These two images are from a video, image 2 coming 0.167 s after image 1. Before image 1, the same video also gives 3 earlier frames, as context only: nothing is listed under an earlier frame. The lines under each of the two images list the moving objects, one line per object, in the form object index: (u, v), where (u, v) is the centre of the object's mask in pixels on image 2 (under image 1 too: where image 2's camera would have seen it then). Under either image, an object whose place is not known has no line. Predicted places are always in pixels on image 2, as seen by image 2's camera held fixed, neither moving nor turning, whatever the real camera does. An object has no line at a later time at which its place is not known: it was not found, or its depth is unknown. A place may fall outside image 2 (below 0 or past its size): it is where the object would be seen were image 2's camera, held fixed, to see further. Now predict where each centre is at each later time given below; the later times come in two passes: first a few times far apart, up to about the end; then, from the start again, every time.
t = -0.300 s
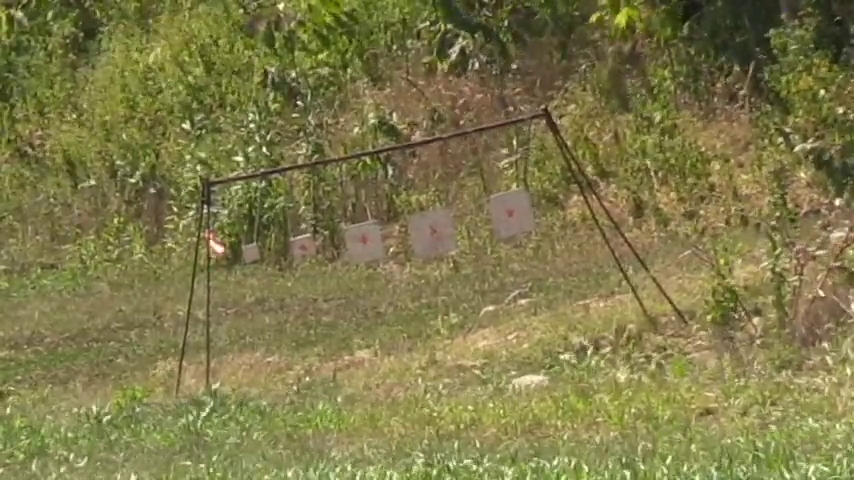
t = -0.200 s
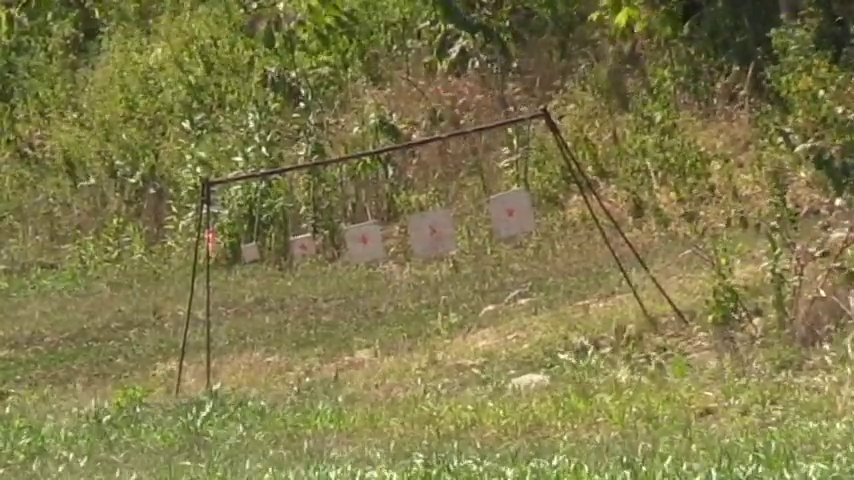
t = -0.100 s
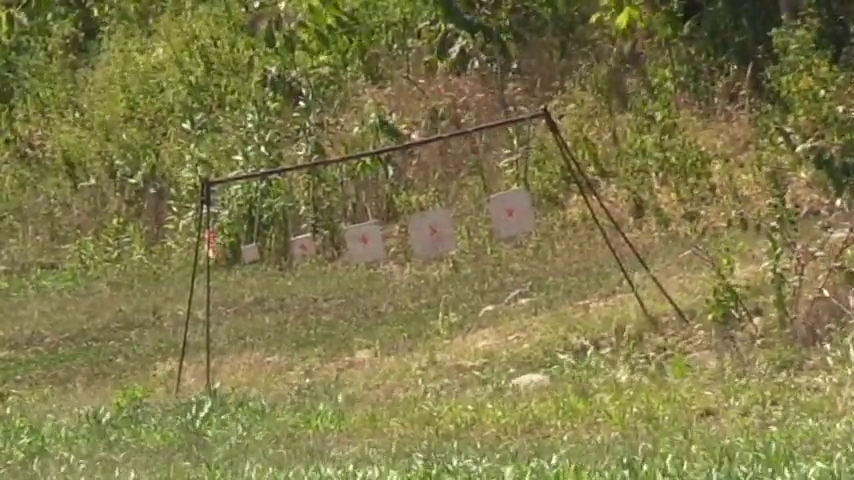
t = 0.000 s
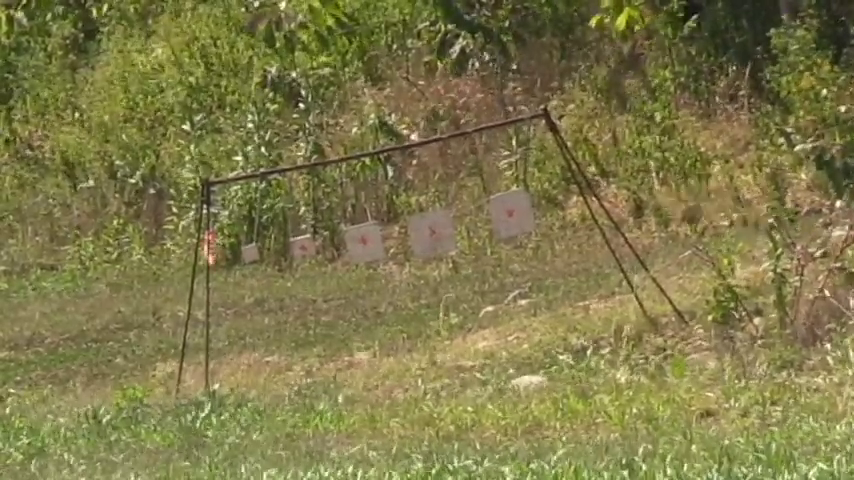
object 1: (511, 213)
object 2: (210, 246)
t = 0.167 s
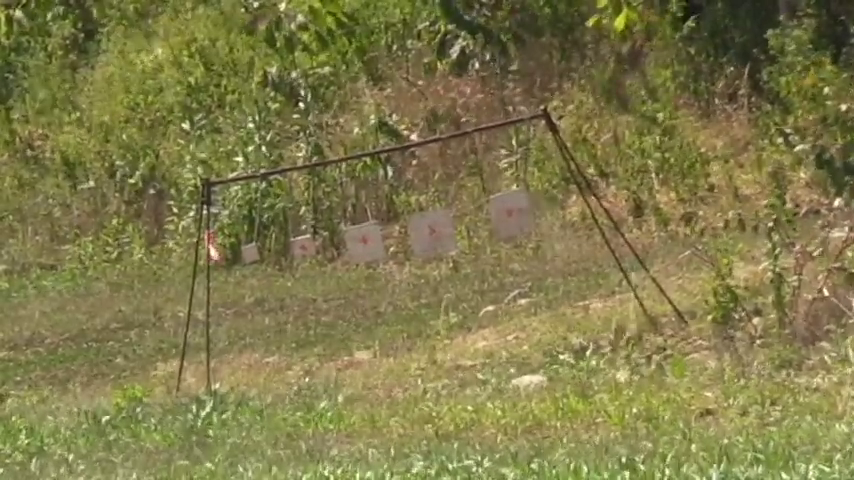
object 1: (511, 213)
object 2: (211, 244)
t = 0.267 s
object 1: (505, 220)
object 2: (210, 243)
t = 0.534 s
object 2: (211, 244)
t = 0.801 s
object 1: (497, 203)
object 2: (204, 238)
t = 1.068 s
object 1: (514, 208)
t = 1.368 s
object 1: (514, 192)
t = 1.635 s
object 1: (511, 211)
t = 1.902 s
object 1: (508, 203)
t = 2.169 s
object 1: (503, 194)
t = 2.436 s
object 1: (502, 212)
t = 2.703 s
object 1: (515, 202)
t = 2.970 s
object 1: (521, 201)
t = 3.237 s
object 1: (510, 213)
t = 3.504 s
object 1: (502, 207)
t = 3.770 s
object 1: (502, 203)
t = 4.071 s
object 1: (511, 213)
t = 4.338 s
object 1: (519, 201)
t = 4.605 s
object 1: (517, 208)
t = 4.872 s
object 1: (509, 212)
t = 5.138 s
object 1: (504, 201)
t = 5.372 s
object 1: (505, 210)
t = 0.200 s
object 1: (511, 213)
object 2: (211, 243)
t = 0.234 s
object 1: (506, 218)
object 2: (210, 243)
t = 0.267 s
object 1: (505, 220)
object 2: (210, 243)
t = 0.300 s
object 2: (208, 244)
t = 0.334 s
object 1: (504, 198)
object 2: (207, 245)
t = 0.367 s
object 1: (502, 193)
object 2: (205, 246)
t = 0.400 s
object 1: (502, 192)
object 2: (206, 246)
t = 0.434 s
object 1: (501, 192)
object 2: (207, 246)
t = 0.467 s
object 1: (498, 191)
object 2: (207, 245)
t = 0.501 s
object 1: (502, 189)
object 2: (210, 246)
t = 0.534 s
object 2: (211, 244)
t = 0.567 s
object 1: (499, 189)
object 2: (211, 247)
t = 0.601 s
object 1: (496, 192)
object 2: (211, 248)
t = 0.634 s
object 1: (494, 193)
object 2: (210, 249)
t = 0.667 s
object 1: (494, 196)
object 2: (208, 245)
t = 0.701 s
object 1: (494, 196)
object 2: (206, 244)
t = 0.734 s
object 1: (497, 198)
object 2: (205, 241)
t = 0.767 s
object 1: (497, 203)
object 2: (207, 237)
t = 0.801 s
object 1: (497, 203)
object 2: (204, 238)
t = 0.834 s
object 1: (500, 205)
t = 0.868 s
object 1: (503, 207)
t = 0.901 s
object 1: (505, 209)
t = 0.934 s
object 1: (508, 210)
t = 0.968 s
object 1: (511, 210)
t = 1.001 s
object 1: (514, 211)
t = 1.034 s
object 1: (514, 210)
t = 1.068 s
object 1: (514, 208)
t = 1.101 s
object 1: (514, 203)
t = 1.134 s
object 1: (514, 203)
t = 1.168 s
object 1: (514, 202)
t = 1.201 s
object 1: (516, 198)
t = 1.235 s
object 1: (517, 200)
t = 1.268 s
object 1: (515, 192)
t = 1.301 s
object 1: (515, 192)
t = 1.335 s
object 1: (512, 191)
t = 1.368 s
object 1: (514, 192)
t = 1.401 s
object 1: (513, 194)
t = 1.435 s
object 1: (512, 197)
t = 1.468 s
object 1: (511, 201)
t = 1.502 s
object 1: (511, 204)
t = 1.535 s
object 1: (511, 207)
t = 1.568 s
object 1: (512, 209)
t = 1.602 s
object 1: (511, 210)
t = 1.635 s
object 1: (511, 211)
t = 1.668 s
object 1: (510, 211)
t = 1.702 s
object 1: (509, 212)
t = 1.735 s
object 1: (509, 212)
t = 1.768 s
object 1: (509, 211)
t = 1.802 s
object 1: (508, 210)
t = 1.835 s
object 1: (509, 207)
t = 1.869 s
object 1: (509, 206)
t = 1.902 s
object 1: (508, 203)
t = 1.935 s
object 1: (507, 203)
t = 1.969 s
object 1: (507, 205)
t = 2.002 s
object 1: (505, 205)
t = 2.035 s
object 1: (505, 202)
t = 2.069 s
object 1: (505, 193)
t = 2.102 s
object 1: (505, 191)
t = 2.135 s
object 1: (504, 194)
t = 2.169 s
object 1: (503, 194)
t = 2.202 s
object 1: (501, 201)
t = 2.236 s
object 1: (501, 200)
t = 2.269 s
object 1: (500, 203)
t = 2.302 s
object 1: (500, 205)
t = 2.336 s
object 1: (500, 206)
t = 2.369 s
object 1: (500, 209)
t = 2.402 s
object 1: (501, 211)
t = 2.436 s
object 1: (502, 212)
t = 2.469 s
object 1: (503, 213)
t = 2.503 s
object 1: (505, 213)
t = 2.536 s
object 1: (506, 212)
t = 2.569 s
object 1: (508, 212)
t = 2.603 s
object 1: (509, 210)
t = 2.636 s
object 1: (512, 208)
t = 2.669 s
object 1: (512, 209)
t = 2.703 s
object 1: (515, 202)
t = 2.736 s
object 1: (515, 201)
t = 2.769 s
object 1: (515, 198)
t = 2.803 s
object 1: (518, 198)
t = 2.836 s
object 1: (518, 197)
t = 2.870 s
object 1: (519, 197)
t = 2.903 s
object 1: (520, 198)
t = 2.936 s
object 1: (521, 199)
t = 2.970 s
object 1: (521, 201)
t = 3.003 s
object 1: (522, 202)
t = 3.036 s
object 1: (518, 205)
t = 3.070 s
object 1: (517, 207)
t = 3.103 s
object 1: (517, 208)
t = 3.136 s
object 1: (515, 209)
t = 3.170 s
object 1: (513, 211)
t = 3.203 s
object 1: (511, 212)
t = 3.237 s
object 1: (510, 213)
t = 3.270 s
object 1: (509, 212)
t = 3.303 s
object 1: (506, 212)
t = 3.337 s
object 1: (505, 211)
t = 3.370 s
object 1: (504, 210)
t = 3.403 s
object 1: (504, 209)
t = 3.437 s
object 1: (506, 209)
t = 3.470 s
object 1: (505, 209)
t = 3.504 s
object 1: (502, 207)
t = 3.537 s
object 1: (502, 206)
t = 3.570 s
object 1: (503, 206)
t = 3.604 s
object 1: (502, 199)
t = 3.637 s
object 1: (503, 197)
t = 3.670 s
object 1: (502, 198)
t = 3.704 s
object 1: (503, 199)
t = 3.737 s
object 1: (503, 205)
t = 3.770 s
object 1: (502, 203)
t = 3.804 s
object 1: (503, 205)
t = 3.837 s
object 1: (504, 210)
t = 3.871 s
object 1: (504, 209)
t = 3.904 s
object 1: (505, 212)
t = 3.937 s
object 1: (506, 212)
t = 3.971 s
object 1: (507, 212)
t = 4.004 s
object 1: (507, 212)
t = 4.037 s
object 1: (511, 212)
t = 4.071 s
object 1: (511, 213)
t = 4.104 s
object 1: (512, 212)
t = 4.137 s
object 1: (516, 210)
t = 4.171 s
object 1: (514, 209)
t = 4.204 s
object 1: (517, 208)
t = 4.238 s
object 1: (519, 207)
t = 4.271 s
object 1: (518, 205)
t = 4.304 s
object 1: (518, 203)
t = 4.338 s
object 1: (519, 201)
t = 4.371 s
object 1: (519, 201)
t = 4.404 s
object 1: (518, 201)
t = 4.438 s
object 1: (518, 201)
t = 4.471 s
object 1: (517, 202)
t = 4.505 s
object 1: (517, 203)
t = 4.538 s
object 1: (517, 205)
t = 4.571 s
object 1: (517, 207)
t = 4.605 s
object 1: (517, 208)
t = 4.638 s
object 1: (516, 209)
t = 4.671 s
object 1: (512, 211)
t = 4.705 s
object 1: (512, 211)
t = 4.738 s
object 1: (511, 212)
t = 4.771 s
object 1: (510, 212)
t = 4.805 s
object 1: (510, 212)
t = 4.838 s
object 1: (509, 213)
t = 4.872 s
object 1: (509, 212)
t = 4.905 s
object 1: (507, 212)
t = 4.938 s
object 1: (505, 212)
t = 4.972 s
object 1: (505, 211)
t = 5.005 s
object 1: (506, 211)
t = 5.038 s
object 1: (505, 202)
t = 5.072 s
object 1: (504, 202)
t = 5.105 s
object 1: (505, 202)
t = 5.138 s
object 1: (504, 201)
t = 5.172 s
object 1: (505, 201)
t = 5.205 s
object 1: (505, 201)
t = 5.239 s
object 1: (504, 201)
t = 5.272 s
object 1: (505, 202)
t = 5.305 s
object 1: (505, 202)
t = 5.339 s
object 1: (505, 208)
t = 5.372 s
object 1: (505, 210)
